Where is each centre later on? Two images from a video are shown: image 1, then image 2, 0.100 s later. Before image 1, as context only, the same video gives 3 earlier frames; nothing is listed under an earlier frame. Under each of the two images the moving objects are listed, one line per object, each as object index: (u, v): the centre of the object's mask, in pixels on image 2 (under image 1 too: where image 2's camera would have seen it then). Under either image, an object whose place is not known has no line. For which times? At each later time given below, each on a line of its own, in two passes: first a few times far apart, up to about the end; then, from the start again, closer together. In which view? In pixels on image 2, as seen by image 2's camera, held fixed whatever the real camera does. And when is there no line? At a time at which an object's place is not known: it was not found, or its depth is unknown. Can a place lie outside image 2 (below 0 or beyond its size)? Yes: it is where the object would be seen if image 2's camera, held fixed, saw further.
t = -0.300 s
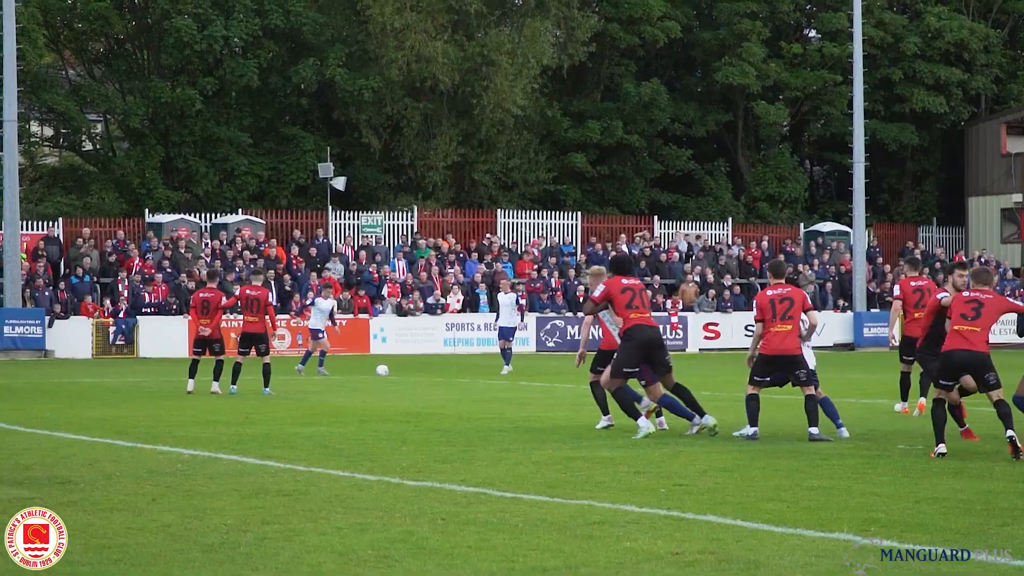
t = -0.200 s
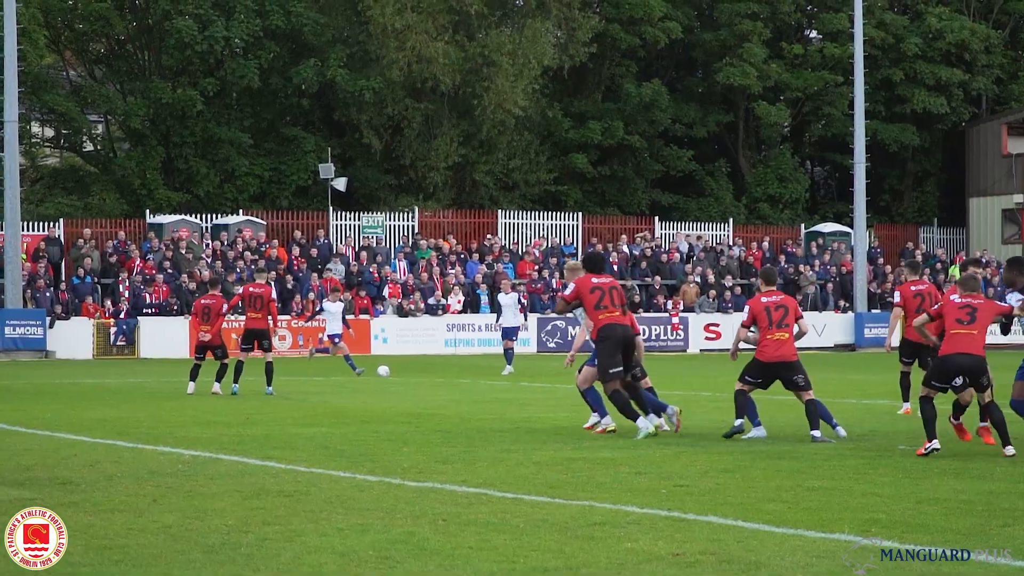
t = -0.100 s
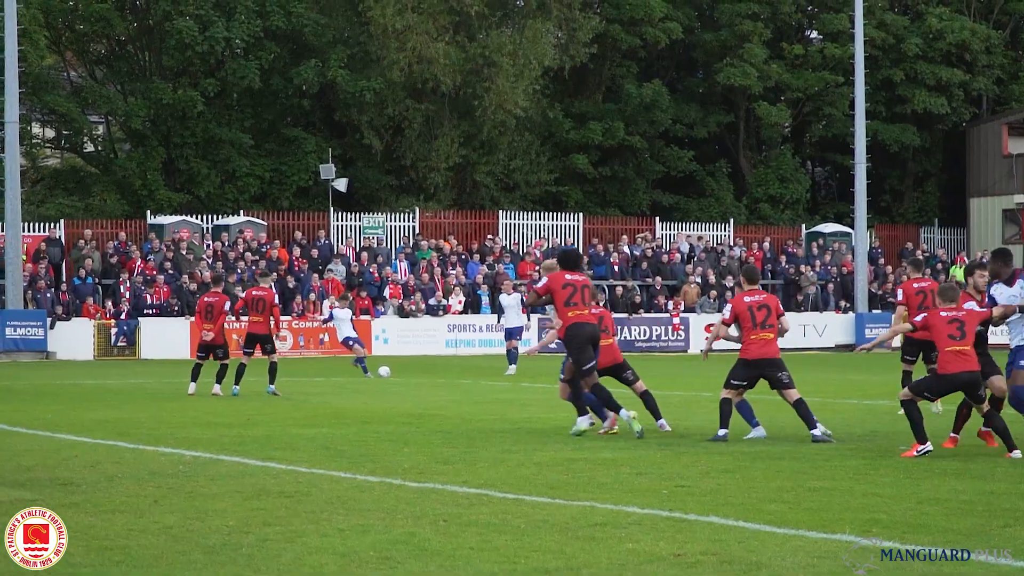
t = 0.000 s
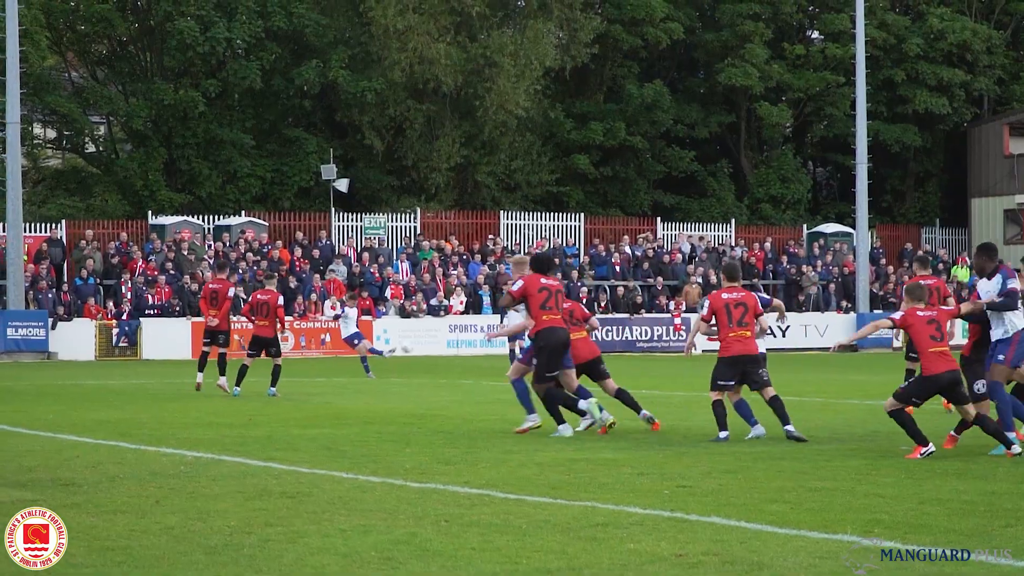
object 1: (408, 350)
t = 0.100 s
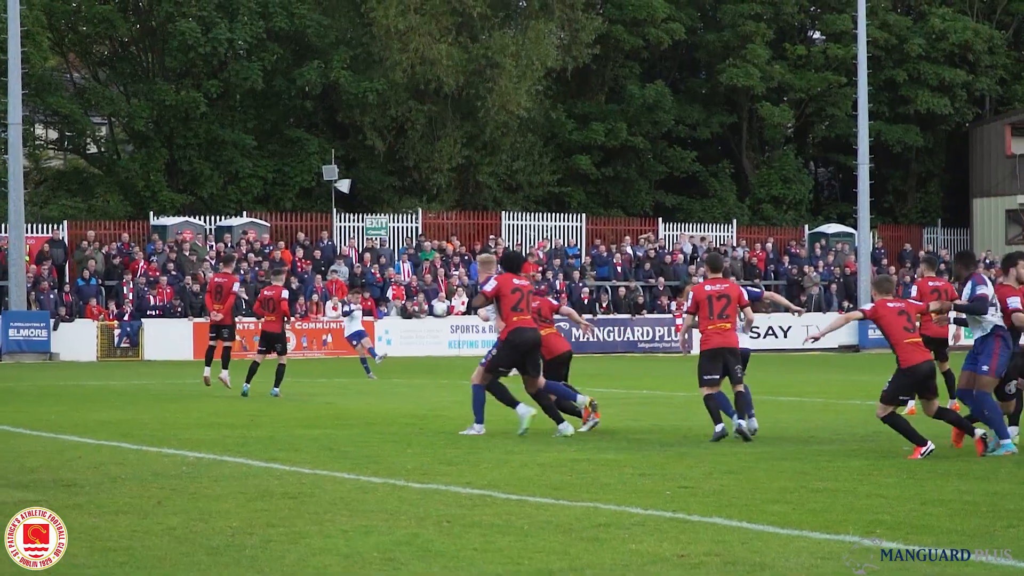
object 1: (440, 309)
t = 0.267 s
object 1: (490, 251)
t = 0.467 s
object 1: (543, 195)
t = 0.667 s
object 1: (589, 159)
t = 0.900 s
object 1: (636, 154)
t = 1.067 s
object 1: (663, 192)
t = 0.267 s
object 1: (490, 251)
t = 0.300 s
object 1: (498, 241)
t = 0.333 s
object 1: (506, 232)
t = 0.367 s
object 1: (518, 220)
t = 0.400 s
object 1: (526, 212)
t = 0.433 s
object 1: (533, 204)
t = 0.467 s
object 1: (543, 195)
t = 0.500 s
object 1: (551, 188)
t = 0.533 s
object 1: (557, 182)
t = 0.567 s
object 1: (567, 175)
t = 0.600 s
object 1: (574, 169)
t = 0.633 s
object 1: (581, 164)
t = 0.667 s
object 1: (589, 159)
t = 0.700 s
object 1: (596, 156)
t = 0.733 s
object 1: (603, 153)
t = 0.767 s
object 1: (611, 151)
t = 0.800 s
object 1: (617, 150)
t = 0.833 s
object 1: (623, 150)
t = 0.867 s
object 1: (631, 152)
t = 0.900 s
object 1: (636, 154)
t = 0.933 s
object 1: (641, 158)
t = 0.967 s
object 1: (649, 165)
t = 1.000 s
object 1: (653, 171)
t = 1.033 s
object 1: (658, 179)
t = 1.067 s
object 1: (663, 192)
